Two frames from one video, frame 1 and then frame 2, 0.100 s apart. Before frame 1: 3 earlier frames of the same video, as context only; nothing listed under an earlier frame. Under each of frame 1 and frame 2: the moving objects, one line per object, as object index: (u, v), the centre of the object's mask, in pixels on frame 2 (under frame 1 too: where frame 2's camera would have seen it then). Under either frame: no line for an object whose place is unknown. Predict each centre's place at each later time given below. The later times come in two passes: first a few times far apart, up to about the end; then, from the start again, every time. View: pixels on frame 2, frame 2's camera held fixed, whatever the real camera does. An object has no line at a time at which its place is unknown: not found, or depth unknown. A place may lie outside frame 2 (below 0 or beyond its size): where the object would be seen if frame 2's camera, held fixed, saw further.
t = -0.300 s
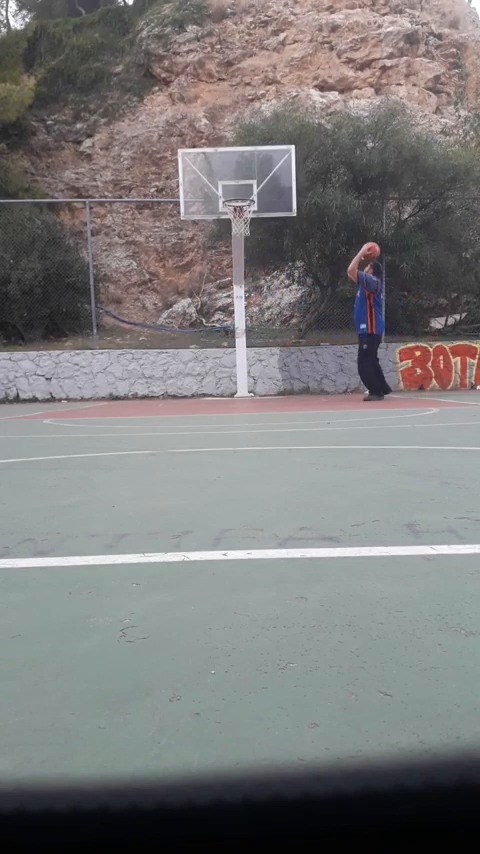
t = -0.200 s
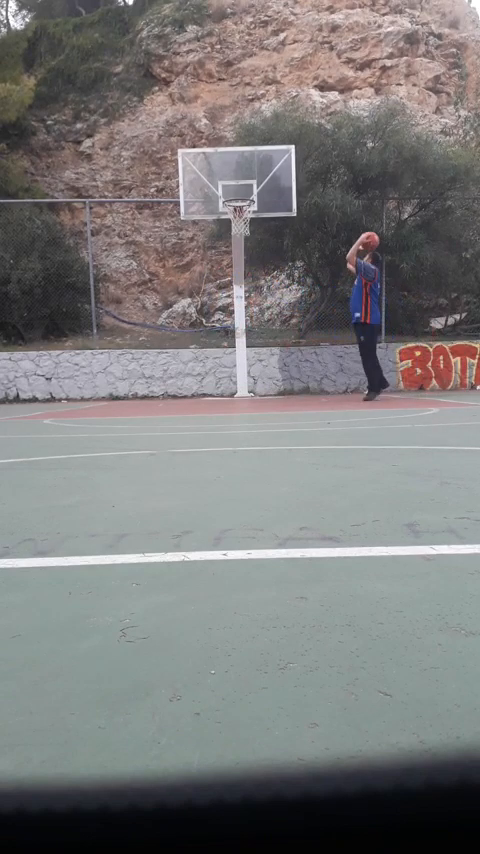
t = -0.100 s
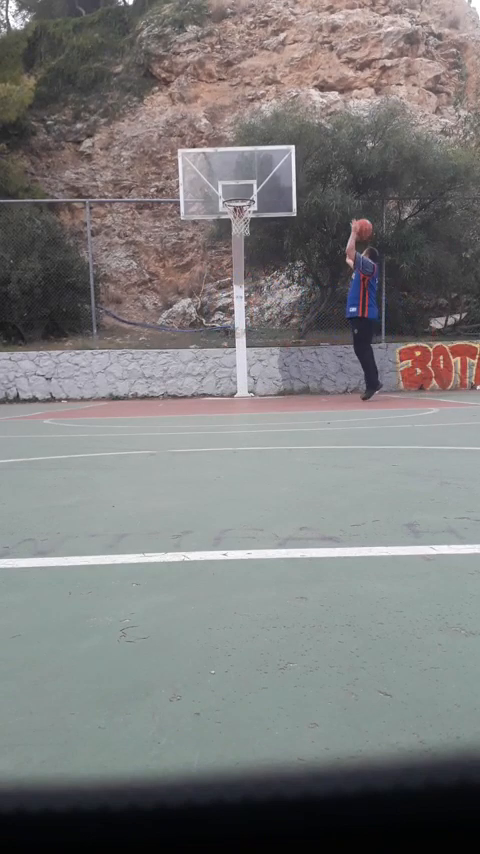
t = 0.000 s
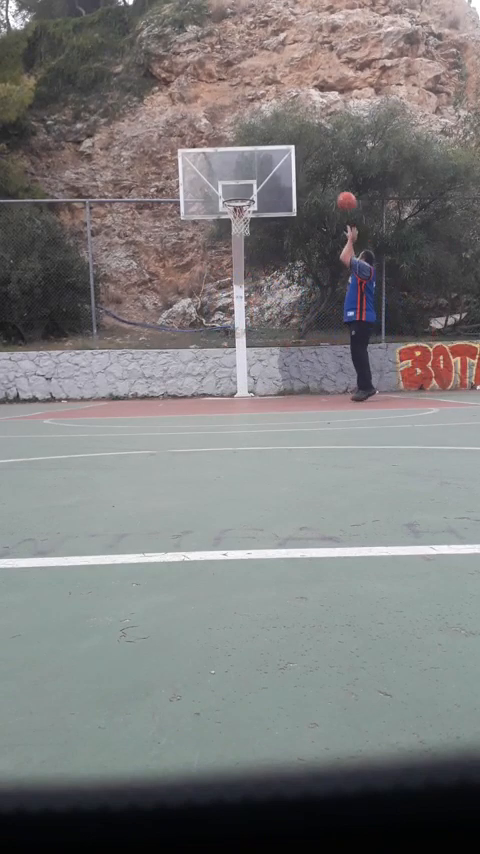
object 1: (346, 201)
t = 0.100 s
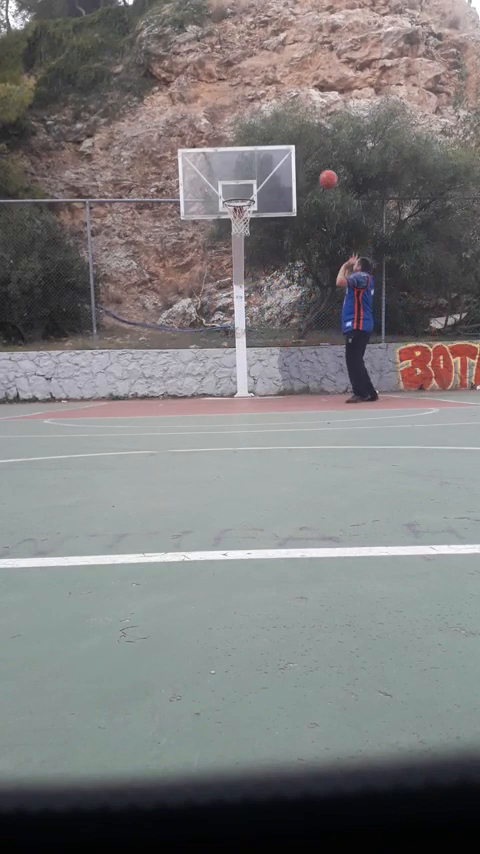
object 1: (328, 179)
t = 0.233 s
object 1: (305, 163)
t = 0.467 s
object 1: (267, 166)
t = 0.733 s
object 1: (238, 183)
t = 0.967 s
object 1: (227, 190)
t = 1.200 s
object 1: (209, 202)
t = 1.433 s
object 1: (191, 252)
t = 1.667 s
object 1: (176, 338)
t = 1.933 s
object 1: (153, 344)
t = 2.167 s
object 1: (130, 280)
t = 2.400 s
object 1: (107, 253)
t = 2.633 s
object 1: (87, 265)
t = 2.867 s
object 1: (69, 317)
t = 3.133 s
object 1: (50, 387)
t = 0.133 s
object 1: (322, 174)
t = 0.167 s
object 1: (316, 169)
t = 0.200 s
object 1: (311, 166)
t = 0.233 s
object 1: (305, 163)
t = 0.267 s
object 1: (300, 161)
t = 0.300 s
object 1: (295, 160)
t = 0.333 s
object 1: (288, 160)
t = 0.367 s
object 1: (283, 160)
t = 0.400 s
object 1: (278, 161)
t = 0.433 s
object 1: (272, 163)
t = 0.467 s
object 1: (267, 166)
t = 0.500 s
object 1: (262, 169)
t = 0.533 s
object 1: (257, 174)
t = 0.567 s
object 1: (252, 179)
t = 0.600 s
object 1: (247, 184)
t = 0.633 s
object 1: (243, 190)
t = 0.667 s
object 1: (241, 187)
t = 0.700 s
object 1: (240, 184)
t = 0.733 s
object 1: (238, 183)
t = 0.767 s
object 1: (237, 181)
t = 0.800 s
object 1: (235, 181)
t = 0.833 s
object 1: (233, 181)
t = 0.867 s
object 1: (232, 183)
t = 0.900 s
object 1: (230, 184)
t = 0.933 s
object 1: (229, 187)
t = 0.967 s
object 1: (227, 190)
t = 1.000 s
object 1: (225, 191)
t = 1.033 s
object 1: (223, 191)
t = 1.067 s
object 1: (220, 192)
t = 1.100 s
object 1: (217, 193)
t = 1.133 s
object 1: (214, 196)
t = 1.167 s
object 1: (212, 199)
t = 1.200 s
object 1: (209, 202)
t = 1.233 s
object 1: (206, 208)
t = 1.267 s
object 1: (203, 213)
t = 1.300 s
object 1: (200, 219)
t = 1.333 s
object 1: (199, 227)
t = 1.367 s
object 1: (196, 234)
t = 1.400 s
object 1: (194, 243)
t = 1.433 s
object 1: (191, 252)
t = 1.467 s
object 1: (189, 262)
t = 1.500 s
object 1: (187, 273)
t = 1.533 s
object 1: (184, 284)
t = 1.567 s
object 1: (182, 296)
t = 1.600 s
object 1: (181, 310)
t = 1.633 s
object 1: (179, 323)
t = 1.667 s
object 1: (176, 338)
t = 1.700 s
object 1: (174, 352)
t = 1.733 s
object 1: (172, 369)
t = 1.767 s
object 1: (170, 385)
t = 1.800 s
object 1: (168, 397)
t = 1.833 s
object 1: (164, 383)
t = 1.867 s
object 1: (161, 370)
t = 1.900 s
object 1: (157, 357)
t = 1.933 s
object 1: (153, 344)
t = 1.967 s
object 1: (150, 334)
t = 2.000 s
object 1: (147, 323)
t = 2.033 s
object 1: (143, 313)
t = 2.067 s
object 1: (139, 304)
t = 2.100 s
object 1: (136, 295)
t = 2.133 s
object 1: (133, 287)
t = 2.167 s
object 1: (130, 280)
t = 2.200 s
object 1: (127, 274)
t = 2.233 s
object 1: (122, 268)
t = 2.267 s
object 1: (120, 264)
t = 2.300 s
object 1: (116, 260)
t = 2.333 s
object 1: (113, 257)
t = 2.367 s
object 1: (111, 255)
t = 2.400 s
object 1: (107, 253)
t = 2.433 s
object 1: (104, 253)
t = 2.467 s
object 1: (101, 253)
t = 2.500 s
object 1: (98, 254)
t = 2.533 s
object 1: (95, 255)
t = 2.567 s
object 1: (92, 258)
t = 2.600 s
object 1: (89, 262)
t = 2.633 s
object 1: (87, 265)
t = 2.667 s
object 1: (84, 270)
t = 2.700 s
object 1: (81, 277)
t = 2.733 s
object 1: (79, 283)
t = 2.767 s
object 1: (76, 290)
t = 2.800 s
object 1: (74, 298)
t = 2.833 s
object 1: (72, 308)
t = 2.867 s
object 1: (69, 317)
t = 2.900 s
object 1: (67, 327)
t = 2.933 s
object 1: (64, 339)
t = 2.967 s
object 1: (63, 351)
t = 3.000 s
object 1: (60, 363)
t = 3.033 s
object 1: (58, 376)
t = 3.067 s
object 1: (56, 391)
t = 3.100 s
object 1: (55, 400)
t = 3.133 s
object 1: (50, 387)
